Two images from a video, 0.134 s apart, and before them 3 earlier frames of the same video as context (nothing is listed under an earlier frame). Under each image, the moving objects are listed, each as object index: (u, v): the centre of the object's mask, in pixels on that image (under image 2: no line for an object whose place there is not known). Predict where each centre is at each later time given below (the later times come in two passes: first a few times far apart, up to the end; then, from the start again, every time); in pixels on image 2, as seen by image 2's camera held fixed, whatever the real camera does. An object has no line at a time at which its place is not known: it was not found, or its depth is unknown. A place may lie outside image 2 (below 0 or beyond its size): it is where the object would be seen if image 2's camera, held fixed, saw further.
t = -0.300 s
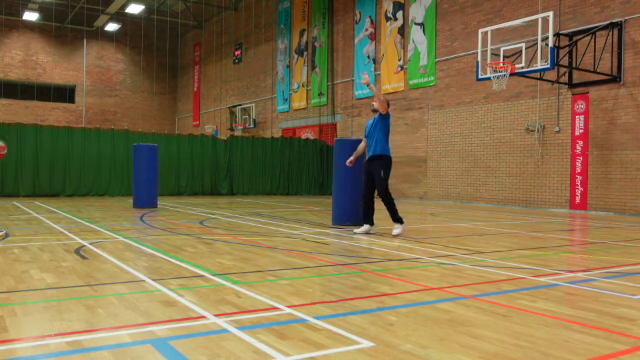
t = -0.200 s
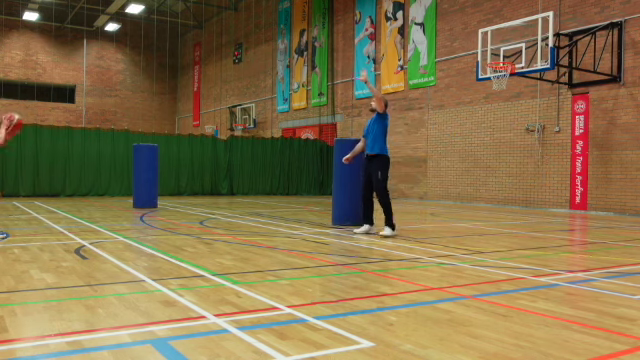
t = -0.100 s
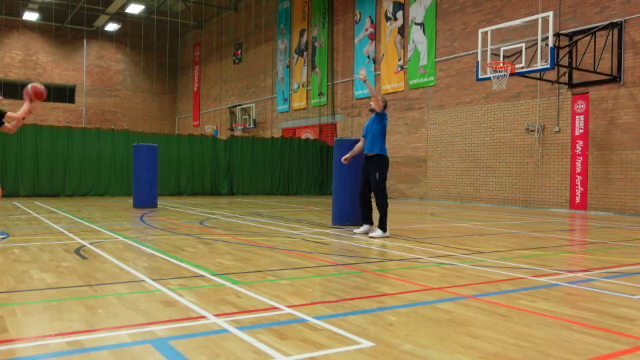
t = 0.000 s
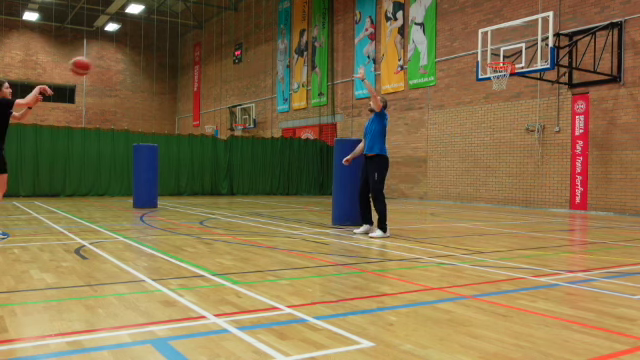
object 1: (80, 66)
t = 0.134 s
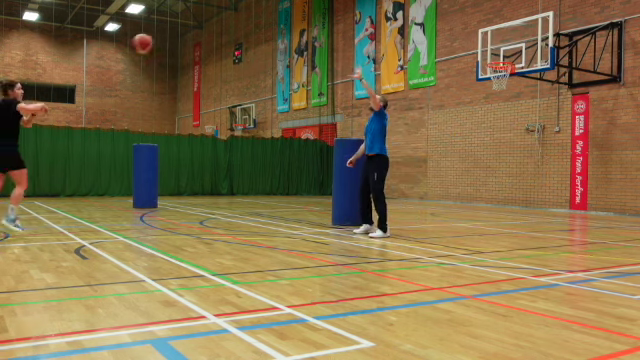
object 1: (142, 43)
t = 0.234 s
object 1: (189, 36)
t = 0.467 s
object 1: (292, 50)
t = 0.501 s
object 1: (305, 56)
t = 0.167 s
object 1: (158, 40)
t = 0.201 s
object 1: (173, 37)
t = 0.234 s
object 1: (189, 36)
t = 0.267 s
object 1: (203, 36)
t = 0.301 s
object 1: (218, 36)
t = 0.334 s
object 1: (233, 37)
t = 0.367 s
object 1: (248, 39)
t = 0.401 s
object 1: (262, 43)
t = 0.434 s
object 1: (278, 46)
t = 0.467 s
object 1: (292, 50)
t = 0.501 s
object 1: (305, 56)
